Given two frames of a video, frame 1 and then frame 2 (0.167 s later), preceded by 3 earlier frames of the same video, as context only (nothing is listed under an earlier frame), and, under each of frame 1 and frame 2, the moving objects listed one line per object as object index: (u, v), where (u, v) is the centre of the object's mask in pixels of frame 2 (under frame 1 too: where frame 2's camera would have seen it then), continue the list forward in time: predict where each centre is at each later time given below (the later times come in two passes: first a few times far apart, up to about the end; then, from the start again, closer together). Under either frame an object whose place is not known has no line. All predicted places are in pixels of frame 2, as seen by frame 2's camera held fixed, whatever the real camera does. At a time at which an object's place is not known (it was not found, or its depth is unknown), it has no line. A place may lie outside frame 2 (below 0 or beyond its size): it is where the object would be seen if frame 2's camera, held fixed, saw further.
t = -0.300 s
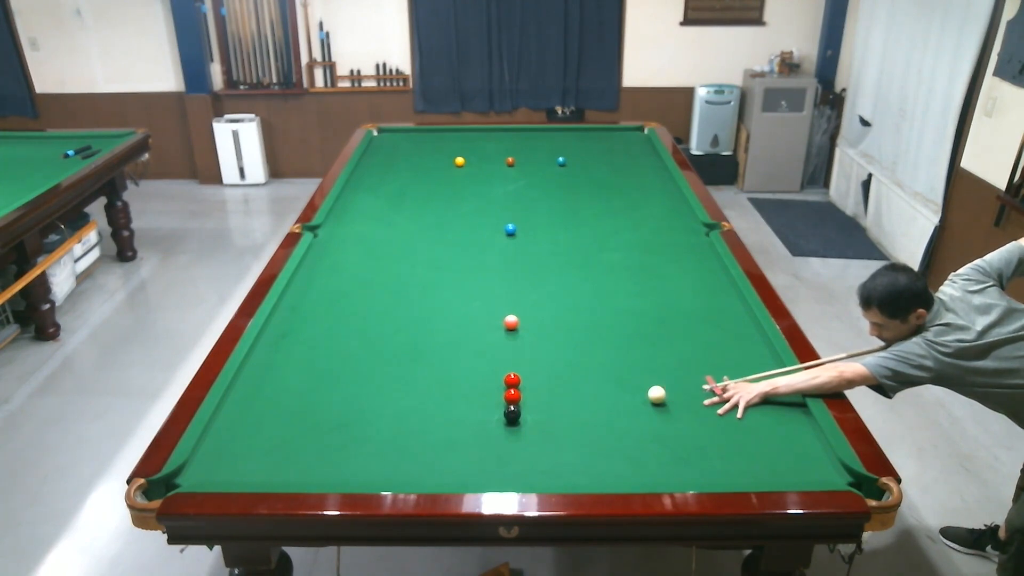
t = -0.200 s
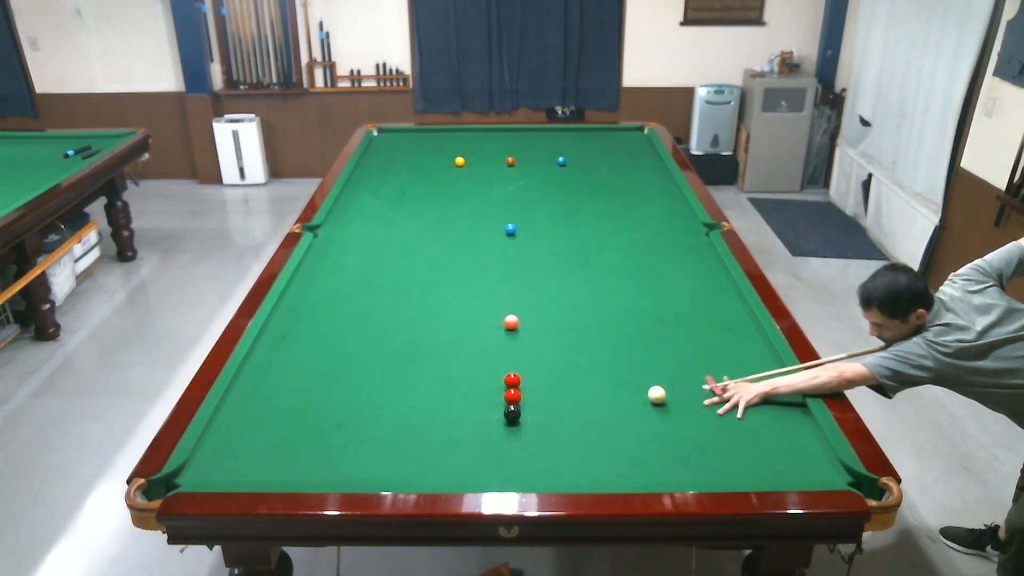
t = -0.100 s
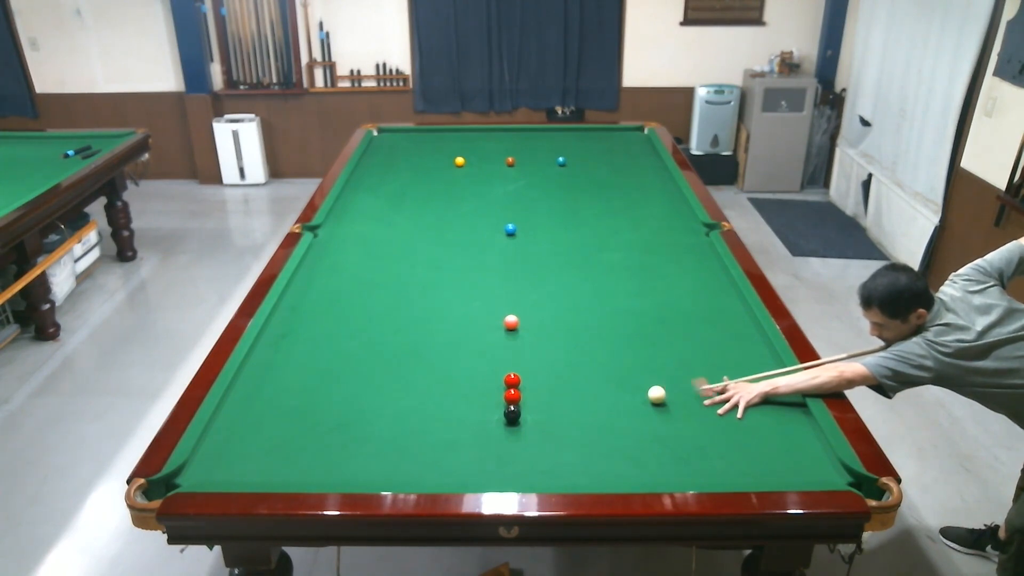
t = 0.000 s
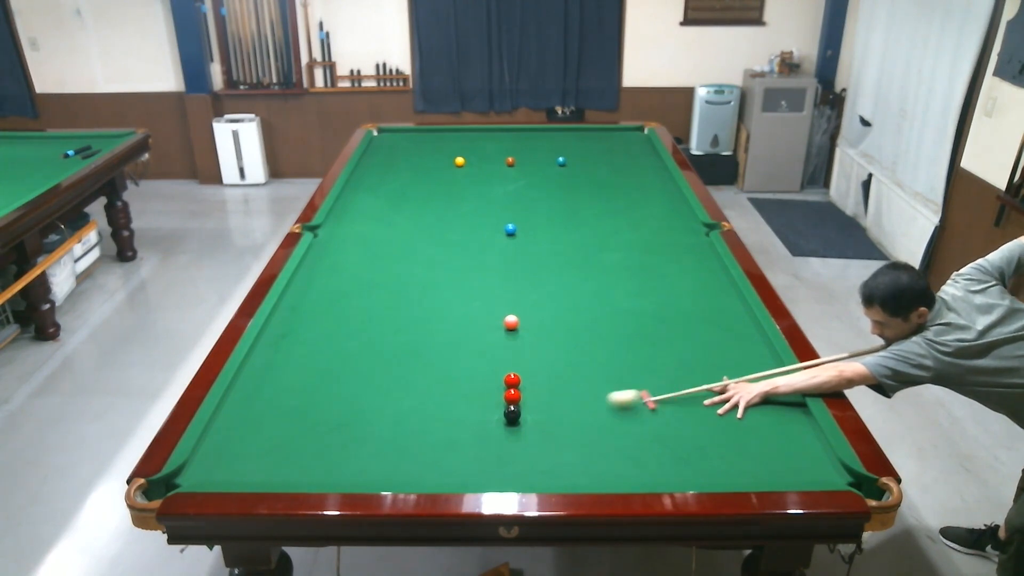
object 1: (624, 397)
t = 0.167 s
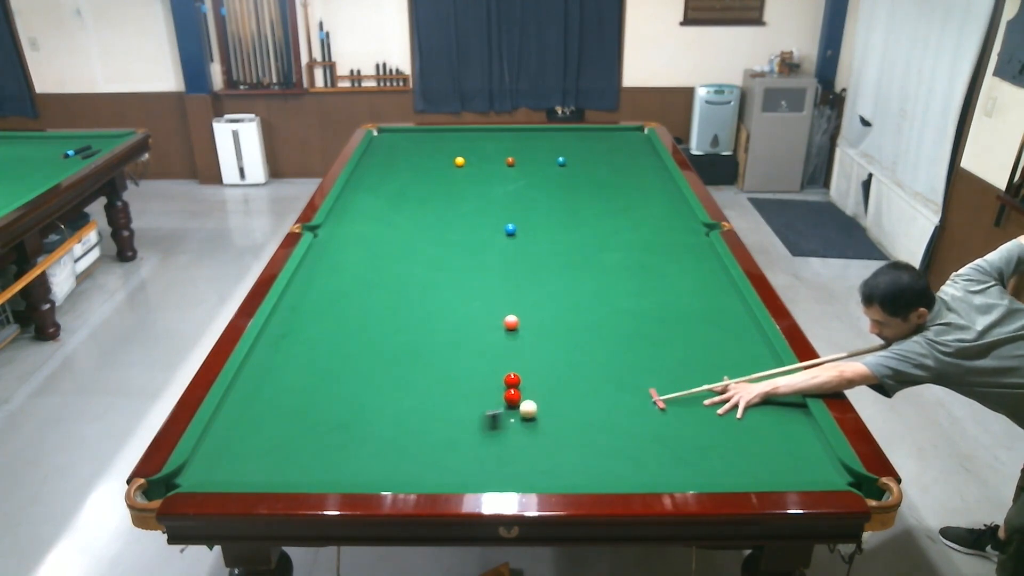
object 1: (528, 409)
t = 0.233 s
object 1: (530, 407)
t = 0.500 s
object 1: (546, 397)
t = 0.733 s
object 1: (558, 390)
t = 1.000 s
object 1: (571, 382)
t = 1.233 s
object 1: (580, 376)
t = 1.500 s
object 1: (590, 370)
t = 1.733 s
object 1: (598, 366)
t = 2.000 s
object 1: (605, 361)
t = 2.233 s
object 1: (611, 358)
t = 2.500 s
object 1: (616, 355)
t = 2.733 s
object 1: (620, 353)
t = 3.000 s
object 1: (623, 351)
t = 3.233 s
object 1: (625, 350)
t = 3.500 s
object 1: (626, 349)
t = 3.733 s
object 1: (626, 349)
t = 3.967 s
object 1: (626, 349)
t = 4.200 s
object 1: (626, 349)
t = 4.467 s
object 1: (626, 349)
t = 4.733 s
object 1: (626, 349)
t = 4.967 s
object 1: (626, 349)
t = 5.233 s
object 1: (626, 349)
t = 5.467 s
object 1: (626, 349)
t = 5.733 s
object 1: (627, 350)
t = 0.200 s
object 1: (528, 408)
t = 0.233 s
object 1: (530, 407)
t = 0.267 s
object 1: (532, 405)
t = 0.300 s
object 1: (534, 404)
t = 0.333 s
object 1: (536, 403)
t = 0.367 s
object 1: (538, 402)
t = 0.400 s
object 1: (540, 400)
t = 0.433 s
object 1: (542, 399)
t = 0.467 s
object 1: (544, 398)
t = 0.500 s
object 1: (546, 397)
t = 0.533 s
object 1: (547, 396)
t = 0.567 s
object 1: (549, 395)
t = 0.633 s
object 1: (553, 393)
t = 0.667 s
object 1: (555, 392)
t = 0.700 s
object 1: (556, 391)
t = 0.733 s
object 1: (558, 390)
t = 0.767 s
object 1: (560, 389)
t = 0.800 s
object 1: (561, 388)
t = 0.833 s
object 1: (563, 387)
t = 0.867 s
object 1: (565, 386)
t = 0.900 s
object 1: (566, 385)
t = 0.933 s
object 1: (568, 384)
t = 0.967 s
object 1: (569, 383)
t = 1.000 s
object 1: (571, 382)
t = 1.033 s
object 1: (572, 381)
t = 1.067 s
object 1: (573, 380)
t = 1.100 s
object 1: (575, 380)
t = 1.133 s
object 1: (576, 378)
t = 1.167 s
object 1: (578, 378)
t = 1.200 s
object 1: (579, 377)
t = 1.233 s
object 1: (580, 376)
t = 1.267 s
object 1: (582, 375)
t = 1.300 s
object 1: (583, 375)
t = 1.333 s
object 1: (584, 374)
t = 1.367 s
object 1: (585, 373)
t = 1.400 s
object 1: (587, 372)
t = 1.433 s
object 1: (588, 371)
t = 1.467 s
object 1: (589, 371)
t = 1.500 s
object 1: (590, 370)
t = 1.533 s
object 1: (591, 369)
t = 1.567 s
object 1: (592, 369)
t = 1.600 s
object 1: (593, 368)
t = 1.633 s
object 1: (595, 367)
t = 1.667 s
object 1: (596, 367)
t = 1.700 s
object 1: (597, 366)
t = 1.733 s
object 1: (598, 366)
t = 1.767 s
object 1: (599, 365)
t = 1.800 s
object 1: (600, 364)
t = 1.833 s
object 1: (601, 364)
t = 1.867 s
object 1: (602, 363)
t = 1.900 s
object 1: (603, 363)
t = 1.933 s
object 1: (604, 362)
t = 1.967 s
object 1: (604, 362)
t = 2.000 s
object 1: (605, 361)
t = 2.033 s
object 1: (606, 361)
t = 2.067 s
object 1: (607, 360)
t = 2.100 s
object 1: (608, 360)
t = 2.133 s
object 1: (609, 359)
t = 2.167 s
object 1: (610, 359)
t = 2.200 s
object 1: (610, 359)
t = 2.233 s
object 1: (611, 358)
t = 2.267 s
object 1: (612, 358)
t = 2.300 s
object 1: (613, 357)
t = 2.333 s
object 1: (613, 357)
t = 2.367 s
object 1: (614, 356)
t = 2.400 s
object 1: (614, 356)
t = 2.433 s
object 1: (615, 356)
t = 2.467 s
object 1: (616, 355)
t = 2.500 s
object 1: (616, 355)
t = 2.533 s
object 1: (616, 354)
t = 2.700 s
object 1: (620, 352)
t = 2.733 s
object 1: (620, 353)
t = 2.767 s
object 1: (620, 352)
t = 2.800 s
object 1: (621, 352)
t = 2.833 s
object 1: (621, 352)
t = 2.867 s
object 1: (621, 352)
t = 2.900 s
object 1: (622, 351)
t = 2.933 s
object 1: (622, 351)
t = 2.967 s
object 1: (622, 351)
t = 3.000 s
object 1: (623, 351)
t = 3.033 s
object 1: (623, 351)
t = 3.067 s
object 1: (624, 350)
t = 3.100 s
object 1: (624, 350)
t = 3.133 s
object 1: (624, 350)
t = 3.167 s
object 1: (625, 350)
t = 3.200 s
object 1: (625, 350)
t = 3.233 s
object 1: (625, 350)
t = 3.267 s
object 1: (626, 350)
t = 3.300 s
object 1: (626, 350)
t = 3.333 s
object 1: (626, 350)
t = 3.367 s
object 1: (626, 350)
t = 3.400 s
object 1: (626, 349)
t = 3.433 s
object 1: (626, 349)
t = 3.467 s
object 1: (627, 349)
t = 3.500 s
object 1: (626, 349)
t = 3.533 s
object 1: (627, 349)
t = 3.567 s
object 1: (627, 349)
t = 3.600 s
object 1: (627, 349)
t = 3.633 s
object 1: (627, 349)
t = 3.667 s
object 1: (627, 349)
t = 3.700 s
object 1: (626, 349)
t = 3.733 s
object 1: (626, 349)
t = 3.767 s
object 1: (626, 349)
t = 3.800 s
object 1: (626, 349)
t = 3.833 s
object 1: (626, 349)
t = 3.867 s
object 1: (626, 349)
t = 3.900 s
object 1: (626, 349)
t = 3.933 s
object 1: (626, 349)
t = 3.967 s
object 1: (626, 349)
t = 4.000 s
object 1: (626, 349)
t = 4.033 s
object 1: (626, 349)
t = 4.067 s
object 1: (626, 349)
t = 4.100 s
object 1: (626, 349)
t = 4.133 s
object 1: (626, 349)
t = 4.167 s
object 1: (626, 349)
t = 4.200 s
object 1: (626, 349)
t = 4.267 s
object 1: (626, 349)
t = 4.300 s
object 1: (626, 349)
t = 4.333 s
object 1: (626, 349)
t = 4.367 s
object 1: (626, 349)
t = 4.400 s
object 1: (626, 349)
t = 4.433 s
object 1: (626, 349)
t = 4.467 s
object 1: (626, 349)
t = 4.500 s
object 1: (626, 349)
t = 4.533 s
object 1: (626, 349)
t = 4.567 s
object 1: (626, 349)
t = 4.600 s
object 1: (626, 349)
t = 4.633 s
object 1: (626, 349)
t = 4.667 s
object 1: (626, 349)
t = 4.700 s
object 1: (626, 349)
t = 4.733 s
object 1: (626, 349)
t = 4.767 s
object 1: (626, 349)
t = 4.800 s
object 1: (626, 349)
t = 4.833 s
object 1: (626, 349)
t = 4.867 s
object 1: (626, 349)
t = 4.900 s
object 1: (626, 349)
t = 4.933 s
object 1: (626, 349)
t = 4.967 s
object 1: (626, 349)
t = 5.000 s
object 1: (626, 349)
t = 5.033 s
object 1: (626, 349)
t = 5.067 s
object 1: (626, 349)
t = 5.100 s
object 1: (626, 349)
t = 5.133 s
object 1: (626, 349)
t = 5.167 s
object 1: (626, 349)
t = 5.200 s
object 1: (626, 349)
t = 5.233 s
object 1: (626, 349)
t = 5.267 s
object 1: (626, 349)
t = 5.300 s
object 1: (626, 349)
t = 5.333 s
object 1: (626, 349)
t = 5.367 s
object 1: (626, 349)
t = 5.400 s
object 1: (626, 349)
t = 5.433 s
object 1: (626, 349)
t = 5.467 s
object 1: (626, 349)
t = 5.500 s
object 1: (626, 350)
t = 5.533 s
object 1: (626, 349)
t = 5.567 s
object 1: (626, 349)
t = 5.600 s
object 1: (626, 349)
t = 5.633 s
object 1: (626, 349)
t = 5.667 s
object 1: (626, 349)
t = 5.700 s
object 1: (626, 349)
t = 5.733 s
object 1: (627, 350)
